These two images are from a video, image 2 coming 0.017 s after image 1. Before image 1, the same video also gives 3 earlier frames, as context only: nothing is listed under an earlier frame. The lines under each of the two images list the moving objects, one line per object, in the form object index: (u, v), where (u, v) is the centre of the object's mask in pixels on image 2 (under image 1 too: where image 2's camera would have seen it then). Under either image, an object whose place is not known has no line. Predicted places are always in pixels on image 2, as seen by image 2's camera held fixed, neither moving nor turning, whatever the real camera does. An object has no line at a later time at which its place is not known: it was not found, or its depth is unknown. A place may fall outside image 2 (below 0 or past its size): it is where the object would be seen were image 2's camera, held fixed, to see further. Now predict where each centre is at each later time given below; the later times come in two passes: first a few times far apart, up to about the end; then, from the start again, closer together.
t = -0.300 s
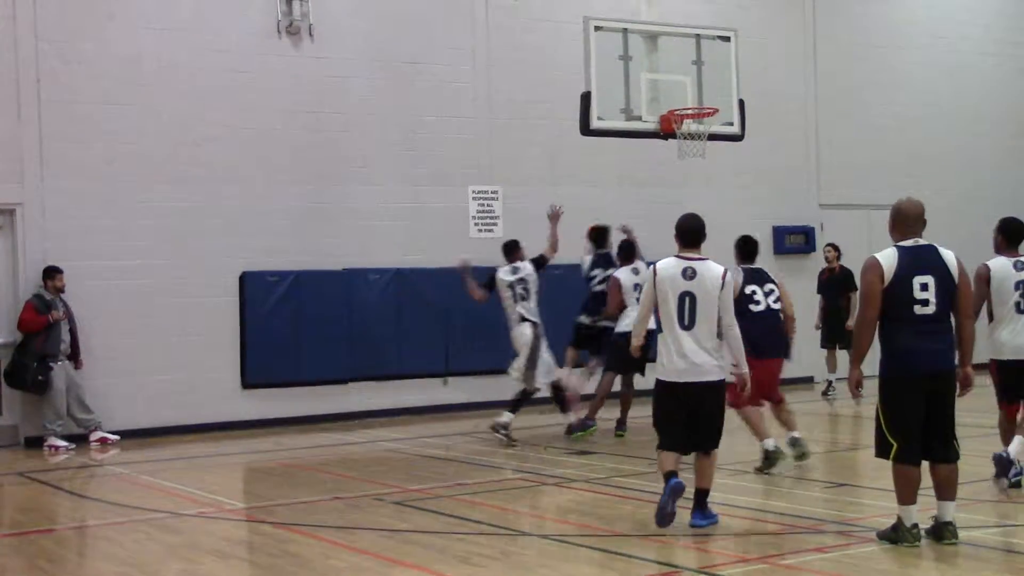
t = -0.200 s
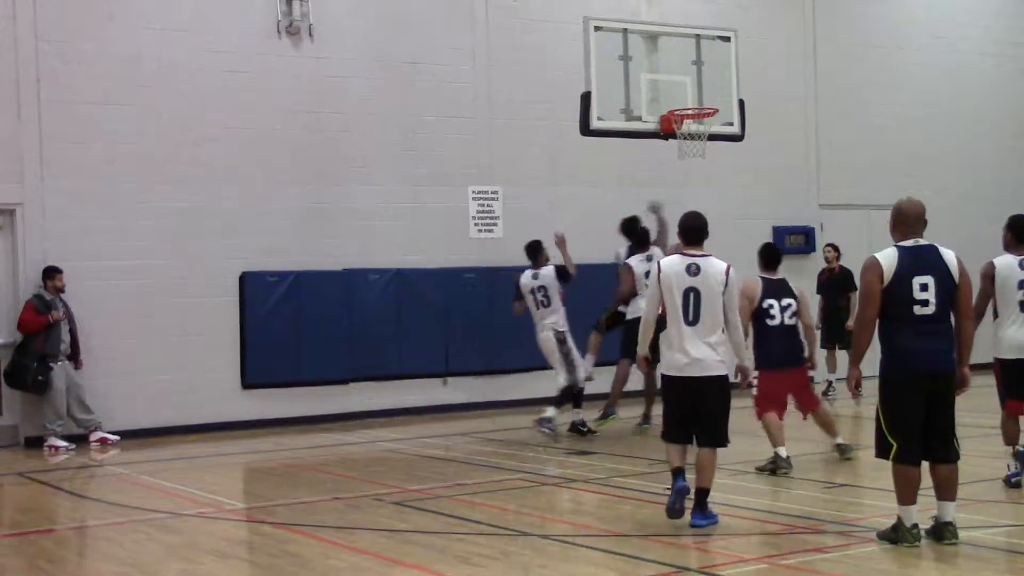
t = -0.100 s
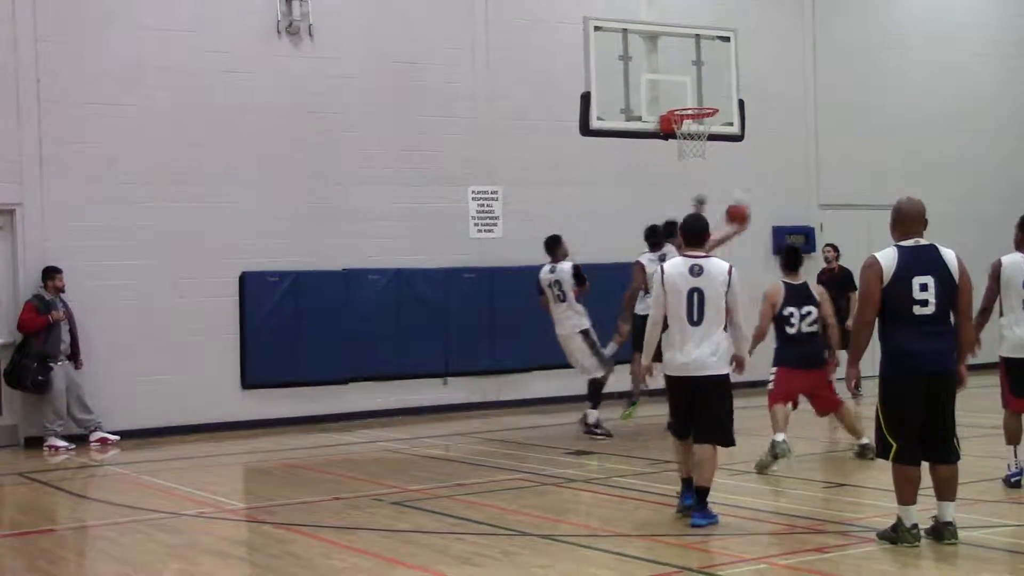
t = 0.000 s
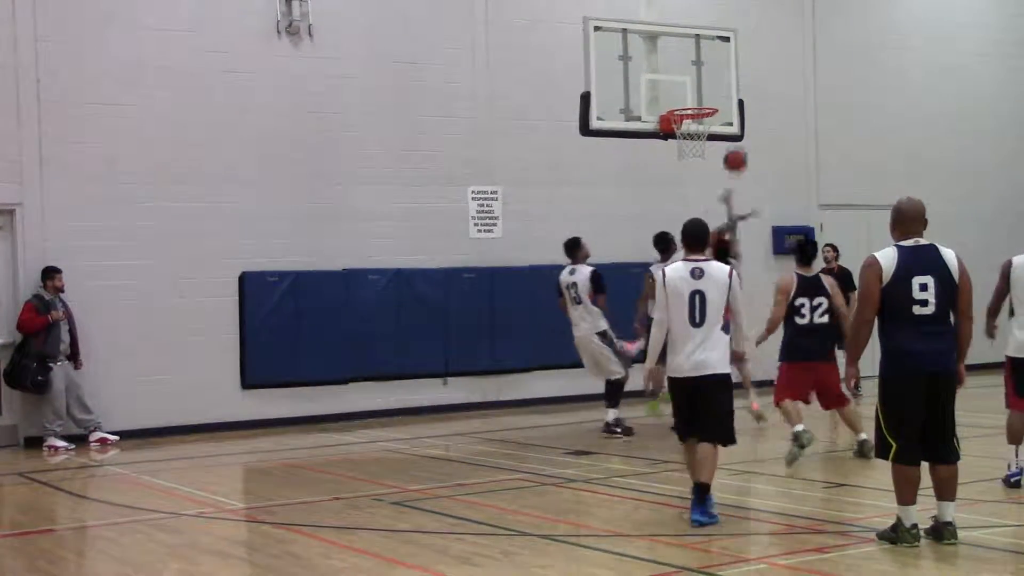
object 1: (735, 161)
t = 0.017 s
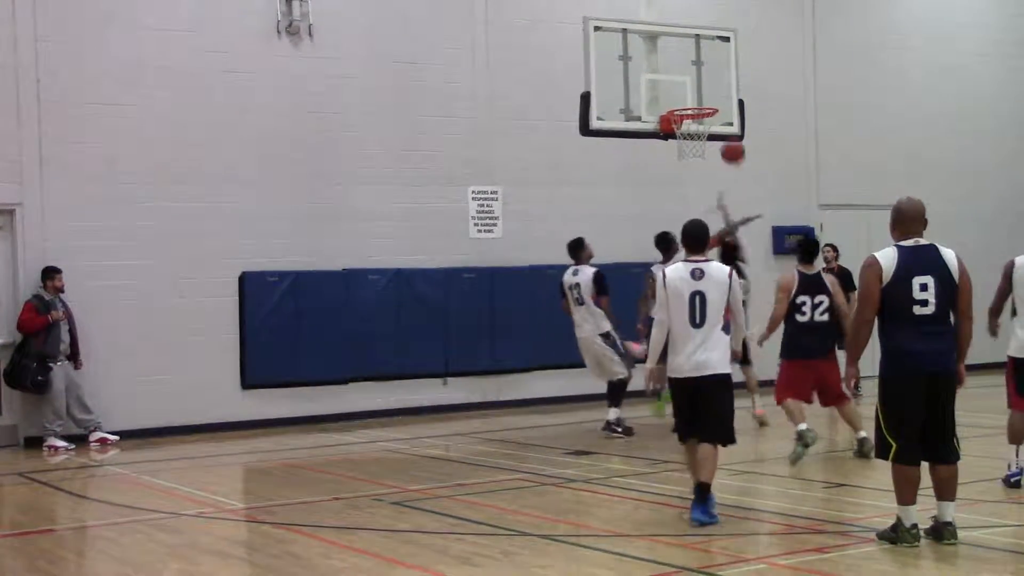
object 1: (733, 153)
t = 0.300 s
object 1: (690, 50)
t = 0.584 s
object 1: (660, 31)
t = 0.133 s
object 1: (716, 99)
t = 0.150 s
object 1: (712, 93)
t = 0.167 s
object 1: (710, 87)
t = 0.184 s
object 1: (707, 81)
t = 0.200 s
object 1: (704, 76)
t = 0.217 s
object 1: (702, 71)
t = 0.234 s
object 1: (700, 66)
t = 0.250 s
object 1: (697, 62)
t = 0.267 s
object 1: (695, 57)
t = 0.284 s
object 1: (693, 54)
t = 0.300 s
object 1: (690, 50)
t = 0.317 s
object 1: (688, 46)
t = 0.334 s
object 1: (687, 43)
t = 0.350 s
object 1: (684, 39)
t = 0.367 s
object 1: (682, 37)
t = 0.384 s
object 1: (679, 34)
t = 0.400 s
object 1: (677, 32)
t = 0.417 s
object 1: (674, 30)
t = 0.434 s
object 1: (672, 29)
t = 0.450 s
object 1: (670, 27)
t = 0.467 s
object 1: (668, 27)
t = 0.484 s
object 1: (666, 27)
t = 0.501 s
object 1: (665, 26)
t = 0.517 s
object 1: (664, 27)
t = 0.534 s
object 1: (663, 27)
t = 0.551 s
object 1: (661, 28)
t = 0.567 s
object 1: (661, 29)
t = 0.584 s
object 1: (660, 31)
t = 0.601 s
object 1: (659, 32)
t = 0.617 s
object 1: (658, 34)
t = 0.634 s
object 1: (657, 37)
